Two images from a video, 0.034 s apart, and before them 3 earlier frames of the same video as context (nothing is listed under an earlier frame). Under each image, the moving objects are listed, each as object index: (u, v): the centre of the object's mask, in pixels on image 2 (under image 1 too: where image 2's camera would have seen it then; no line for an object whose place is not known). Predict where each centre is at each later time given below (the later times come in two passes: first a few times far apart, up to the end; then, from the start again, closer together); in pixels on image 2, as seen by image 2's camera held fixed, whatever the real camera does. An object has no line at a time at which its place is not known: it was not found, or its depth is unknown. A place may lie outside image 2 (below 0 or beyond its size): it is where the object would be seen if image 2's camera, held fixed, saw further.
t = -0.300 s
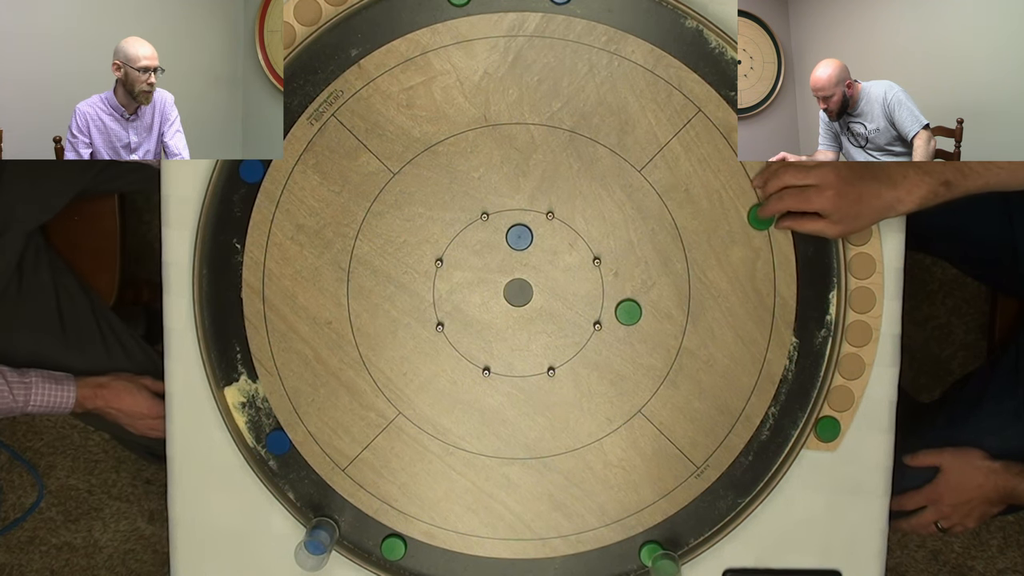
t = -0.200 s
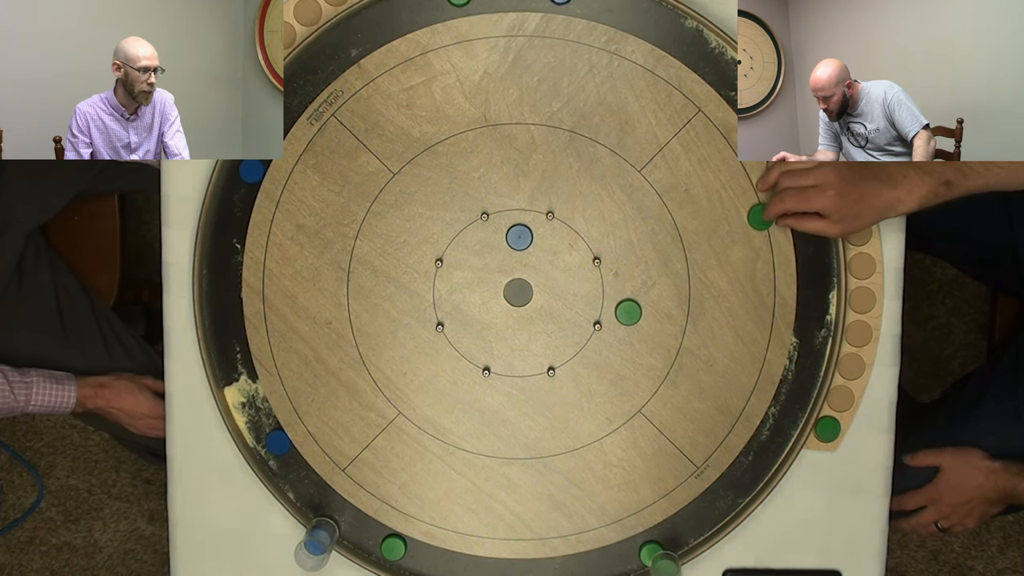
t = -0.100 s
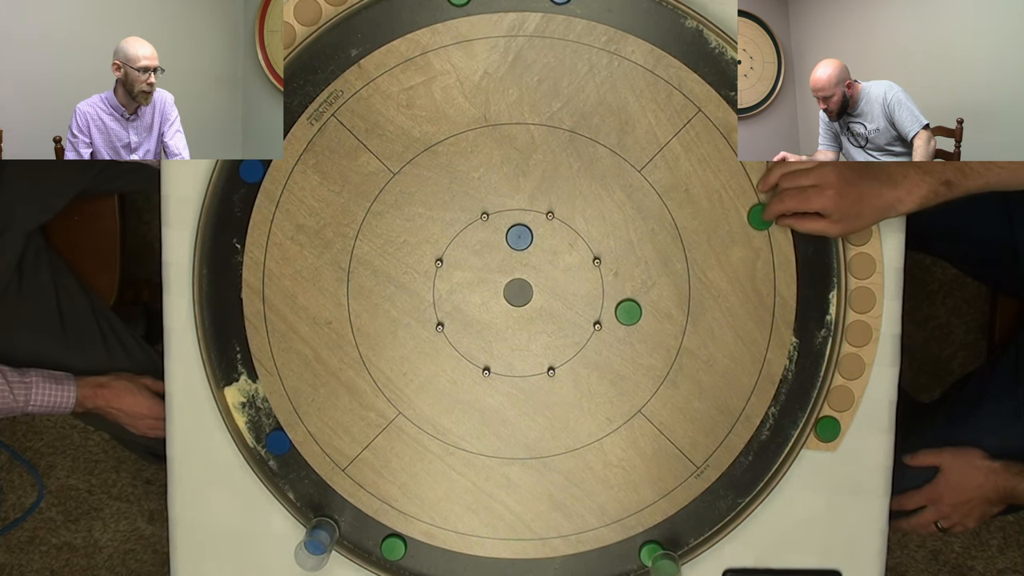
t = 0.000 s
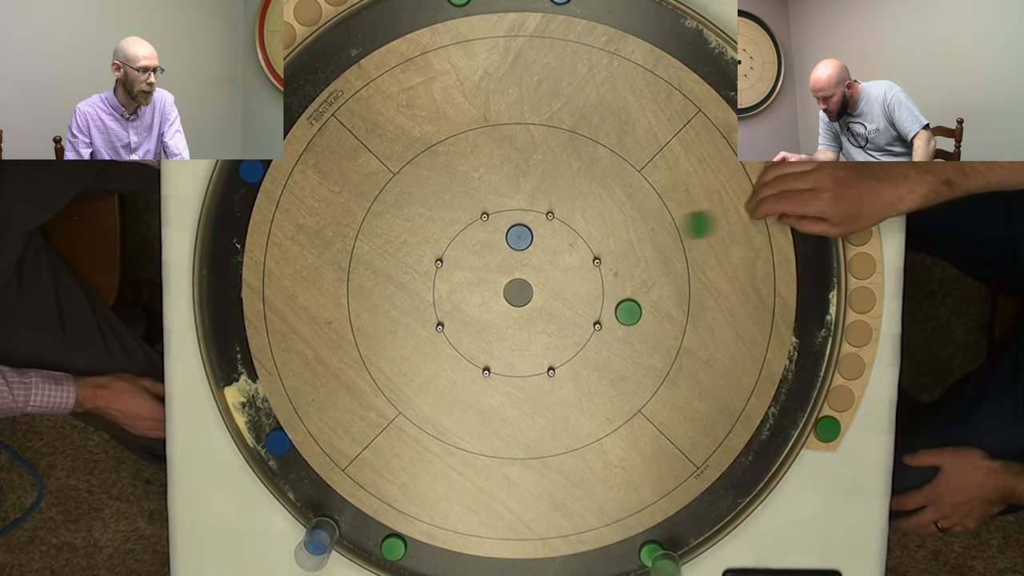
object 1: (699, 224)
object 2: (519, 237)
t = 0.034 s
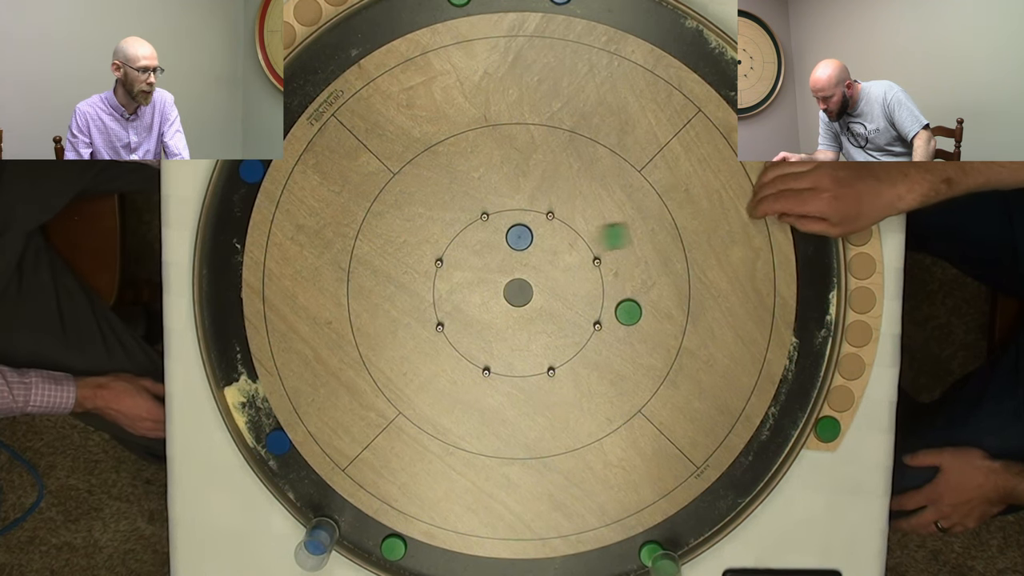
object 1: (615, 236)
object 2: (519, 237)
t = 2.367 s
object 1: (599, 301)
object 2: (442, 565)
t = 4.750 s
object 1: (599, 301)
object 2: (442, 565)
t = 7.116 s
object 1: (599, 301)
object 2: (441, 565)
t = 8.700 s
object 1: (599, 301)
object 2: (442, 565)
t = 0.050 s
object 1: (571, 242)
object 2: (519, 237)
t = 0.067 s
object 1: (542, 250)
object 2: (510, 235)
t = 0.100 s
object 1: (526, 275)
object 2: (485, 261)
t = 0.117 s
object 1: (518, 290)
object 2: (480, 283)
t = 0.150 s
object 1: (523, 295)
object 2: (470, 327)
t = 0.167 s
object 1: (528, 296)
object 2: (465, 347)
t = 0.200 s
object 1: (537, 296)
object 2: (456, 388)
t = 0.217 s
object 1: (542, 296)
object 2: (451, 407)
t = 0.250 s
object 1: (551, 297)
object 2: (442, 444)
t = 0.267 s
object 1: (556, 298)
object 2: (438, 462)
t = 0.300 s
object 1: (564, 299)
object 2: (430, 496)
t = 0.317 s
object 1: (569, 299)
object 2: (426, 512)
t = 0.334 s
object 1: (572, 300)
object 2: (423, 528)
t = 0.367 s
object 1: (577, 301)
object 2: (416, 556)
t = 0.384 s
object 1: (580, 301)
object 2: (417, 561)
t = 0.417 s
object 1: (585, 302)
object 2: (426, 557)
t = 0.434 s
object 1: (587, 302)
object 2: (426, 561)
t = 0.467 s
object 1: (590, 301)
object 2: (428, 565)
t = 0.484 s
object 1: (591, 301)
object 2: (430, 563)
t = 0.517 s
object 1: (593, 300)
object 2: (435, 560)
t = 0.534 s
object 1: (594, 299)
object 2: (438, 559)
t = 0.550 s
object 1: (596, 299)
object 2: (438, 560)
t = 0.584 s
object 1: (598, 299)
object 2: (438, 563)
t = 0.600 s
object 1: (599, 299)
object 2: (438, 564)
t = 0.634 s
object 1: (601, 300)
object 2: (438, 566)
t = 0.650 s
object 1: (602, 300)
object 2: (438, 566)
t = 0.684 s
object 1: (603, 302)
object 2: (439, 567)
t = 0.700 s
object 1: (603, 302)
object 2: (440, 567)
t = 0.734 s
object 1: (602, 302)
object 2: (440, 566)
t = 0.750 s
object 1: (602, 303)
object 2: (441, 565)
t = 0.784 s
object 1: (601, 303)
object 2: (441, 565)
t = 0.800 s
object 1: (600, 303)
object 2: (442, 565)
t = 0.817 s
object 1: (600, 303)
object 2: (442, 565)
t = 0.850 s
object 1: (599, 303)
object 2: (442, 565)
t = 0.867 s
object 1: (599, 303)
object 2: (442, 565)
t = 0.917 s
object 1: (598, 302)
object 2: (441, 565)
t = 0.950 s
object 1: (598, 301)
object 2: (441, 565)
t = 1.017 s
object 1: (599, 301)
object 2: (441, 565)
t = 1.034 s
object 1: (599, 301)
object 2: (441, 565)
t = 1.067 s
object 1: (599, 301)
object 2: (441, 565)
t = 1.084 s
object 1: (599, 301)
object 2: (441, 565)
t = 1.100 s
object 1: (599, 301)
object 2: (441, 565)
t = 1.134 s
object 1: (599, 301)
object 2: (441, 565)
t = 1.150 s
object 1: (599, 301)
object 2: (441, 565)
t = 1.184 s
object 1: (599, 301)
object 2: (441, 565)
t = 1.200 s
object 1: (599, 301)
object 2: (441, 565)
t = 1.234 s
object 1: (599, 301)
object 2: (441, 565)
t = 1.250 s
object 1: (599, 301)
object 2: (441, 565)
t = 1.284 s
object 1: (599, 301)
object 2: (441, 565)
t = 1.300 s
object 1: (599, 301)
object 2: (441, 565)
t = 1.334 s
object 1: (599, 301)
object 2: (441, 565)
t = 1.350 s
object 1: (599, 301)
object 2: (441, 565)
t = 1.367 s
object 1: (599, 301)
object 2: (441, 565)
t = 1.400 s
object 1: (599, 301)
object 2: (441, 565)
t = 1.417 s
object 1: (599, 301)
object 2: (441, 565)
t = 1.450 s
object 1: (599, 301)
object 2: (441, 565)
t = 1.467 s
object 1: (599, 301)
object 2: (441, 565)
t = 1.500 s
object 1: (598, 301)
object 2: (441, 565)
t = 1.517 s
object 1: (599, 301)
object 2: (441, 565)
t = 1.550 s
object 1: (599, 301)
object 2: (441, 565)
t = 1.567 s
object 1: (599, 301)
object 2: (441, 565)
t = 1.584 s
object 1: (599, 301)
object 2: (441, 565)
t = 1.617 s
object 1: (599, 301)
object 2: (441, 565)
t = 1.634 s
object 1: (599, 301)
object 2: (442, 565)
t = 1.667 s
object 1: (599, 301)
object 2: (442, 565)
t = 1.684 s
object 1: (599, 301)
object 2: (441, 565)
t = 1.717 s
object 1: (598, 301)
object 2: (442, 565)
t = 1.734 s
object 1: (598, 301)
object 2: (442, 565)
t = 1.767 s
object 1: (599, 301)
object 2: (441, 565)
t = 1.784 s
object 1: (599, 301)
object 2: (441, 565)
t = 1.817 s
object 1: (599, 301)
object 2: (442, 565)
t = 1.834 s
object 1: (599, 301)
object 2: (442, 565)
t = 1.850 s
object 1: (599, 301)
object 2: (441, 565)
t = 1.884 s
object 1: (599, 301)
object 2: (442, 565)
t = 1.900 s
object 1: (599, 301)
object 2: (442, 565)
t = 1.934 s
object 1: (599, 301)
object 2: (441, 565)
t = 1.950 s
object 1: (599, 301)
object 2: (442, 565)
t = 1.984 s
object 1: (599, 301)
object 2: (441, 565)
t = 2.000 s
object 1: (599, 301)
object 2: (442, 565)
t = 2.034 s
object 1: (599, 301)
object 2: (442, 565)
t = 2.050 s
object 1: (599, 301)
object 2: (442, 565)
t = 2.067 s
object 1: (599, 301)
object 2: (441, 565)
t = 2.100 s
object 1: (599, 301)
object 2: (441, 565)
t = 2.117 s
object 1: (599, 301)
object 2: (442, 565)
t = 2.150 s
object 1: (599, 301)
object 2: (442, 565)
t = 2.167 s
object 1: (599, 301)
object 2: (442, 565)
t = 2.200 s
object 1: (599, 301)
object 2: (441, 565)
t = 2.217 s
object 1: (599, 301)
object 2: (441, 565)
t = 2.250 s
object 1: (599, 301)
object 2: (441, 565)
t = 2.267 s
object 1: (599, 301)
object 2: (441, 565)
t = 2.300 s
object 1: (599, 301)
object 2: (442, 565)
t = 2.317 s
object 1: (599, 301)
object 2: (442, 565)
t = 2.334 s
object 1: (599, 301)
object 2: (442, 565)
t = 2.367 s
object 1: (599, 301)
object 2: (442, 565)
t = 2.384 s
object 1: (599, 301)
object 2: (442, 565)
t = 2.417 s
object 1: (599, 301)
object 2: (441, 565)
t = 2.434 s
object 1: (599, 301)
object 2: (442, 565)
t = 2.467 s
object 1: (599, 301)
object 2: (442, 565)
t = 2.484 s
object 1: (599, 301)
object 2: (442, 565)
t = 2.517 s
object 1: (599, 301)
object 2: (441, 565)
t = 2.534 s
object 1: (599, 301)
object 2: (441, 565)
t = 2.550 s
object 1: (599, 301)
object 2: (441, 565)
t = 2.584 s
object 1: (599, 301)
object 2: (441, 565)
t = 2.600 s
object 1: (599, 301)
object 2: (442, 565)
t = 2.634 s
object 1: (599, 301)
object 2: (442, 565)
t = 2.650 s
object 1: (599, 301)
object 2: (442, 565)
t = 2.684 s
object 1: (599, 301)
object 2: (441, 565)
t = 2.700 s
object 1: (599, 301)
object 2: (441, 565)
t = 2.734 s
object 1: (599, 301)
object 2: (442, 565)
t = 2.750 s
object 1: (599, 301)
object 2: (442, 565)
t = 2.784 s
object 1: (599, 301)
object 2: (442, 565)
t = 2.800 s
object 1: (599, 301)
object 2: (441, 565)
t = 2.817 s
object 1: (599, 301)
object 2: (442, 565)
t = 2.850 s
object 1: (599, 301)
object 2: (442, 565)
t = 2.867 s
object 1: (599, 301)
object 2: (442, 565)
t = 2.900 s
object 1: (599, 301)
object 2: (442, 565)
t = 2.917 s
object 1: (599, 301)
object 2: (442, 565)
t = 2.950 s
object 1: (599, 301)
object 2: (442, 565)
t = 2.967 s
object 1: (599, 301)
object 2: (442, 565)
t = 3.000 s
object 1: (599, 301)
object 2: (442, 565)
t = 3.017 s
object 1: (599, 301)
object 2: (442, 565)
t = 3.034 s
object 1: (599, 301)
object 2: (442, 565)
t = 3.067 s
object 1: (599, 301)
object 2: (442, 565)
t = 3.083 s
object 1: (598, 301)
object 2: (442, 565)
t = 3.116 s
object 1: (598, 301)
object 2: (441, 565)
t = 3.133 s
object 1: (598, 301)
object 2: (441, 565)
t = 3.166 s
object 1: (599, 301)
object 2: (441, 565)
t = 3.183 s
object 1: (599, 301)
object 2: (441, 565)
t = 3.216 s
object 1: (599, 301)
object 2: (442, 565)
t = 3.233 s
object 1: (599, 301)
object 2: (441, 565)
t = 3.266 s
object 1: (598, 301)
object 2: (441, 565)
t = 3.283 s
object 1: (599, 301)
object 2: (441, 565)
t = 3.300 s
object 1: (599, 301)
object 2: (442, 565)
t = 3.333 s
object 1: (598, 301)
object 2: (441, 565)
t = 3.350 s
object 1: (598, 301)
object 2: (441, 565)
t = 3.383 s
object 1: (599, 301)
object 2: (441, 565)
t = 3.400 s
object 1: (599, 301)
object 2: (441, 565)
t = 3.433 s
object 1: (598, 301)
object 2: (441, 565)
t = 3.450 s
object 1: (598, 301)
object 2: (441, 565)
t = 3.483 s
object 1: (598, 301)
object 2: (442, 565)
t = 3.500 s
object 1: (599, 301)
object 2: (441, 565)
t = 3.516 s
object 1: (599, 301)
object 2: (441, 565)
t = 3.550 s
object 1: (599, 301)
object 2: (441, 565)
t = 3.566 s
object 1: (599, 301)
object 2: (441, 565)
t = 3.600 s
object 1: (599, 301)
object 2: (441, 565)
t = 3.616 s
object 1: (598, 301)
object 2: (442, 565)
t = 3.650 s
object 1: (599, 301)
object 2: (442, 565)
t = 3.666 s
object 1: (599, 301)
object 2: (442, 565)
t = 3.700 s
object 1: (599, 301)
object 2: (442, 565)
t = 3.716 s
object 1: (598, 301)
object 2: (442, 565)
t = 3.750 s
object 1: (598, 301)
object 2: (442, 565)
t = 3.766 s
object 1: (598, 301)
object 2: (442, 565)
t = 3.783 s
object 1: (599, 301)
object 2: (442, 565)
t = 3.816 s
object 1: (598, 301)
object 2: (442, 565)
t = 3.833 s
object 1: (598, 301)
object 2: (442, 565)
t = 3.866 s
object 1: (599, 301)
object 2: (442, 565)
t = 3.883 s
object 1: (599, 301)
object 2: (442, 565)
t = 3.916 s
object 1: (599, 301)
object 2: (442, 565)
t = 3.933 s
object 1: (599, 301)
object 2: (442, 565)
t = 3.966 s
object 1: (598, 301)
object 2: (442, 565)
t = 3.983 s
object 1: (599, 301)
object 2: (442, 565)
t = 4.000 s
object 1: (599, 301)
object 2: (442, 565)
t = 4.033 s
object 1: (598, 301)
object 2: (442, 565)
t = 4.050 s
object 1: (598, 301)
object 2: (442, 565)
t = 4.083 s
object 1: (598, 301)
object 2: (442, 564)
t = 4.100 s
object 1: (599, 301)
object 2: (442, 565)
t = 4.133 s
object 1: (598, 301)
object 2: (442, 565)
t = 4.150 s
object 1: (598, 301)
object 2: (442, 565)
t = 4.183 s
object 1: (599, 301)
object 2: (442, 565)
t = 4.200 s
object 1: (599, 301)
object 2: (442, 565)
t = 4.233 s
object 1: (598, 301)
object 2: (442, 565)
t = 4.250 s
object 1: (598, 301)
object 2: (442, 565)
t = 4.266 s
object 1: (599, 301)
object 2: (442, 565)
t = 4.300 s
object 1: (599, 301)
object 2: (442, 565)
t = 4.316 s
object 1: (599, 301)
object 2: (442, 565)
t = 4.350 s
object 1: (598, 301)
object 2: (442, 565)
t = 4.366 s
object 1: (599, 301)
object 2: (442, 565)
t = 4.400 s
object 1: (599, 301)
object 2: (442, 565)
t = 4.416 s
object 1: (598, 301)
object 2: (442, 565)
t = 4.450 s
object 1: (598, 301)
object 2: (442, 565)
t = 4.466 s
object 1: (598, 301)
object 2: (442, 565)
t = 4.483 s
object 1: (599, 301)
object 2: (442, 565)
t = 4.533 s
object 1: (599, 301)
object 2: (442, 565)
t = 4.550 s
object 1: (599, 301)
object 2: (442, 565)
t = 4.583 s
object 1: (599, 301)
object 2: (442, 565)
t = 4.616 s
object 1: (598, 301)
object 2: (442, 565)
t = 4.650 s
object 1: (599, 301)
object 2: (442, 565)
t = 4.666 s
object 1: (599, 301)
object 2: (442, 565)
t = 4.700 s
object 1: (599, 301)
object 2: (442, 565)
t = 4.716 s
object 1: (599, 301)
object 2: (442, 565)
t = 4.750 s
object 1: (599, 301)
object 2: (442, 565)
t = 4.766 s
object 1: (599, 301)
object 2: (442, 565)
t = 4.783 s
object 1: (599, 301)
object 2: (442, 565)
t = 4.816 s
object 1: (599, 301)
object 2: (442, 565)
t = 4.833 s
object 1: (598, 301)
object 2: (442, 565)
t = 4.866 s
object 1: (599, 301)
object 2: (442, 565)
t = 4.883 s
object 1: (599, 301)
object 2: (442, 565)
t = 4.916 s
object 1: (599, 301)
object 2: (442, 565)
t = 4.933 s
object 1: (599, 301)
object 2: (442, 565)
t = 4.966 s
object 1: (599, 301)
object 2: (442, 565)
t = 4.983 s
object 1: (599, 301)
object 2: (442, 565)
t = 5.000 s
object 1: (599, 301)
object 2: (442, 564)
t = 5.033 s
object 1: (598, 301)
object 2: (442, 565)
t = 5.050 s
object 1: (599, 301)
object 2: (442, 565)
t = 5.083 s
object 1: (599, 301)
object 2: (442, 565)
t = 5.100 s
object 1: (599, 301)
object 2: (442, 565)
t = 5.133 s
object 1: (599, 301)
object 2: (442, 565)
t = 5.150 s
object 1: (599, 301)
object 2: (442, 565)
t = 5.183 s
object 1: (599, 301)
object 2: (442, 565)
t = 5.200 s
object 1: (599, 301)
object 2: (442, 565)
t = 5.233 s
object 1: (599, 301)
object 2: (442, 565)
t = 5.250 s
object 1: (599, 301)
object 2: (442, 564)
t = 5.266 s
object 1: (599, 301)
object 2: (442, 565)
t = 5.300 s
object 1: (599, 301)
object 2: (442, 565)
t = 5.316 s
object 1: (599, 301)
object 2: (441, 565)
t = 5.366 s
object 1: (599, 301)
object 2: (441, 565)
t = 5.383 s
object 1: (599, 301)
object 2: (441, 565)
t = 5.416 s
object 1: (599, 301)
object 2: (441, 565)
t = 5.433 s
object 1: (599, 301)
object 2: (441, 565)
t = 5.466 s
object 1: (599, 301)
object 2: (441, 565)
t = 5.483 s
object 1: (599, 301)
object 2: (441, 565)
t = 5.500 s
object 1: (599, 301)
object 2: (441, 565)
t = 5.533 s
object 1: (599, 301)
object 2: (441, 565)
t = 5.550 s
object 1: (599, 301)
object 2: (441, 565)
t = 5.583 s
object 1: (599, 301)
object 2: (441, 565)
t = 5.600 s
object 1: (599, 301)
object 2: (441, 565)
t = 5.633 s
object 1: (599, 301)
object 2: (441, 565)
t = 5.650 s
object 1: (599, 301)
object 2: (441, 565)
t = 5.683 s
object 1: (599, 301)
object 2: (441, 565)
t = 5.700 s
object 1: (599, 301)
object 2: (441, 565)
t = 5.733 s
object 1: (599, 301)
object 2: (441, 565)
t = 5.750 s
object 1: (599, 301)
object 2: (441, 565)
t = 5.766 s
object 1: (599, 301)
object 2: (441, 565)
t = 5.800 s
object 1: (599, 301)
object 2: (441, 565)
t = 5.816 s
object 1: (599, 301)
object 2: (441, 565)
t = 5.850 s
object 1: (599, 301)
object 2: (441, 565)
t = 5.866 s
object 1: (599, 301)
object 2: (441, 565)
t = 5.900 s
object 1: (599, 301)
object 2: (441, 565)
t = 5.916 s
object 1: (599, 301)
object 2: (441, 565)
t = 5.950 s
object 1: (599, 301)
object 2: (441, 565)
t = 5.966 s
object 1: (599, 301)
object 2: (441, 565)
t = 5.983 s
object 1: (599, 301)
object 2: (441, 565)
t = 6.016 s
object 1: (599, 301)
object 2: (441, 565)
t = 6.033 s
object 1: (599, 301)
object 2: (441, 565)
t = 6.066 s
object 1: (599, 301)
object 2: (441, 565)
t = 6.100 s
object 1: (599, 301)
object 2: (441, 565)
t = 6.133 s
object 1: (599, 301)
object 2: (441, 565)
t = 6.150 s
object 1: (599, 301)
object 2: (441, 565)
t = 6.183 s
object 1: (599, 301)
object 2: (441, 565)
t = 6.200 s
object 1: (599, 301)
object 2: (441, 565)
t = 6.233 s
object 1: (599, 301)
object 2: (442, 565)
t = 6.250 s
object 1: (599, 301)
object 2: (441, 565)
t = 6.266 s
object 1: (599, 301)
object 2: (441, 565)
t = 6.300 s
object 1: (599, 301)
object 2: (441, 565)
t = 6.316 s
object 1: (599, 301)
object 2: (441, 565)
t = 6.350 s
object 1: (599, 301)
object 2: (442, 565)
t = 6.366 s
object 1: (599, 301)
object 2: (441, 565)
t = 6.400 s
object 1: (599, 301)
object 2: (441, 565)
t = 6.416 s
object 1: (599, 301)
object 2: (441, 565)
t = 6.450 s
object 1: (599, 301)
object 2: (441, 565)
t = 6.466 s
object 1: (599, 301)
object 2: (441, 565)
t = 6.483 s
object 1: (599, 301)
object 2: (441, 565)
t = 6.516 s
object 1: (599, 301)
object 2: (441, 565)
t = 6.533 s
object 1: (599, 301)
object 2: (441, 565)
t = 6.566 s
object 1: (599, 301)
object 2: (441, 565)
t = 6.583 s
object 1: (599, 301)
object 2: (441, 565)
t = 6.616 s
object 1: (599, 301)
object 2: (441, 565)
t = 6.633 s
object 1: (599, 301)
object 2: (441, 565)
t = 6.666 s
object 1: (599, 301)
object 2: (441, 565)
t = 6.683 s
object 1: (599, 301)
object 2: (441, 565)
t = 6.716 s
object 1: (599, 301)
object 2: (441, 565)
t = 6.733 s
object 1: (599, 301)
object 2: (441, 565)
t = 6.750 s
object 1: (599, 301)
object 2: (441, 565)
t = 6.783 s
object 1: (599, 301)
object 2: (441, 565)
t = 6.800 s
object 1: (599, 301)
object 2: (441, 565)
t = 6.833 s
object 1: (599, 301)
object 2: (441, 565)
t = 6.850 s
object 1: (599, 301)
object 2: (441, 565)
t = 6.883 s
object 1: (599, 301)
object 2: (441, 565)
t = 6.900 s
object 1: (599, 301)
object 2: (441, 565)
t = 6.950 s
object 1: (599, 301)
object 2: (441, 565)
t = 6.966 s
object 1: (599, 301)
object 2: (441, 565)
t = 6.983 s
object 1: (599, 301)
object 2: (441, 565)
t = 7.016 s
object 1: (599, 301)
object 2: (441, 565)
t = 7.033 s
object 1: (599, 301)
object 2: (441, 565)
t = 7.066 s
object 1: (599, 301)
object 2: (441, 565)
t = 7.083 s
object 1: (599, 301)
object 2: (441, 565)
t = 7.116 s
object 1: (599, 301)
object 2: (441, 565)
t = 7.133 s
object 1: (599, 301)
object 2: (441, 565)
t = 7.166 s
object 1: (599, 301)
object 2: (441, 565)
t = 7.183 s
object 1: (599, 301)
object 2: (441, 565)
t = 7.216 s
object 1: (599, 301)
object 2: (441, 565)
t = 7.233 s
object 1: (599, 301)
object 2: (441, 565)
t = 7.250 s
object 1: (599, 301)
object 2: (441, 565)
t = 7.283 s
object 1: (599, 301)
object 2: (441, 565)
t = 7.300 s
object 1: (599, 301)
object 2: (441, 565)
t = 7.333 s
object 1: (599, 301)
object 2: (442, 565)
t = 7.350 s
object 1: (599, 301)
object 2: (441, 565)
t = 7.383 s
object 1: (599, 301)
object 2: (441, 565)
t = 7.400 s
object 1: (599, 301)
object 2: (441, 565)
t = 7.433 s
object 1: (599, 301)
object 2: (441, 565)
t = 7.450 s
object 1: (599, 301)
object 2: (441, 565)
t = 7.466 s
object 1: (599, 301)
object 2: (441, 565)
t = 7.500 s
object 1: (599, 301)
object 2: (441, 565)
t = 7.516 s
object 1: (599, 301)
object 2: (441, 565)
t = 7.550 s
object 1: (599, 301)
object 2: (441, 565)
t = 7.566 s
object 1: (599, 301)
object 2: (441, 565)
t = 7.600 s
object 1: (599, 301)
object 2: (441, 565)
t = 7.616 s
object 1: (599, 301)
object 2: (441, 565)
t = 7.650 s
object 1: (599, 301)
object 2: (441, 565)
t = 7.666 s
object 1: (599, 301)
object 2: (441, 565)
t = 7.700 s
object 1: (599, 301)
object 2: (441, 565)
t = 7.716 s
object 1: (599, 301)
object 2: (441, 565)
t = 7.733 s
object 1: (599, 301)
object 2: (441, 565)
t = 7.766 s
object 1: (599, 301)
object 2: (441, 565)
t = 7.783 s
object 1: (599, 301)
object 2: (441, 565)
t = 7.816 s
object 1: (599, 301)
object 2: (441, 565)
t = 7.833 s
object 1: (599, 301)
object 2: (441, 565)
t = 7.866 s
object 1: (599, 301)
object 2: (441, 565)
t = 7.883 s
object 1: (599, 301)
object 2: (441, 565)
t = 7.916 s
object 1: (599, 301)
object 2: (441, 565)
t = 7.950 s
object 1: (599, 301)
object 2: (441, 565)
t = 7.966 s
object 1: (599, 301)
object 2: (441, 565)
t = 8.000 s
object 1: (599, 301)
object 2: (441, 565)
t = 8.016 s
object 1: (599, 301)
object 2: (441, 565)
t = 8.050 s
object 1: (599, 301)
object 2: (441, 565)
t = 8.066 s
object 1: (599, 301)
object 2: (441, 565)
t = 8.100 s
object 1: (599, 301)
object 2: (441, 565)
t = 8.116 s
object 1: (599, 301)
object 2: (442, 565)
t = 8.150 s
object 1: (599, 301)
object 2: (441, 565)
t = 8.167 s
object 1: (599, 301)
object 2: (441, 565)
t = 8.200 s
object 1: (599, 301)
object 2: (441, 565)
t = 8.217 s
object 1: (599, 301)
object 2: (441, 565)
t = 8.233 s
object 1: (599, 301)
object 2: (441, 565)
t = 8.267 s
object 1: (599, 301)
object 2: (441, 565)
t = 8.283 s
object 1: (599, 301)
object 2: (441, 565)
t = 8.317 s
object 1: (599, 301)
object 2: (441, 565)
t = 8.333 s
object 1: (599, 301)
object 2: (441, 565)
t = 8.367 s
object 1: (599, 301)
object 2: (442, 565)
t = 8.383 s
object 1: (599, 301)
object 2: (442, 565)
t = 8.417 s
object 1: (599, 301)
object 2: (442, 565)
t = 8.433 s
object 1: (599, 301)
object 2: (442, 565)
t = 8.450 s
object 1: (598, 301)
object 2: (442, 565)
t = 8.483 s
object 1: (599, 301)
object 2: (442, 565)
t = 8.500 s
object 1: (599, 301)
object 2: (442, 565)
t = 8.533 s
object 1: (599, 301)
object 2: (442, 565)
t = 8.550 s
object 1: (599, 301)
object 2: (442, 565)
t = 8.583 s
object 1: (599, 301)
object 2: (442, 565)
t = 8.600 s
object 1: (599, 301)
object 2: (442, 565)
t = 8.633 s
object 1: (599, 301)
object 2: (442, 565)
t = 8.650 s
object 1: (599, 301)
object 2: (442, 565)
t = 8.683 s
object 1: (599, 301)
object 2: (442, 565)
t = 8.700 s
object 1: (599, 301)
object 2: (442, 565)
